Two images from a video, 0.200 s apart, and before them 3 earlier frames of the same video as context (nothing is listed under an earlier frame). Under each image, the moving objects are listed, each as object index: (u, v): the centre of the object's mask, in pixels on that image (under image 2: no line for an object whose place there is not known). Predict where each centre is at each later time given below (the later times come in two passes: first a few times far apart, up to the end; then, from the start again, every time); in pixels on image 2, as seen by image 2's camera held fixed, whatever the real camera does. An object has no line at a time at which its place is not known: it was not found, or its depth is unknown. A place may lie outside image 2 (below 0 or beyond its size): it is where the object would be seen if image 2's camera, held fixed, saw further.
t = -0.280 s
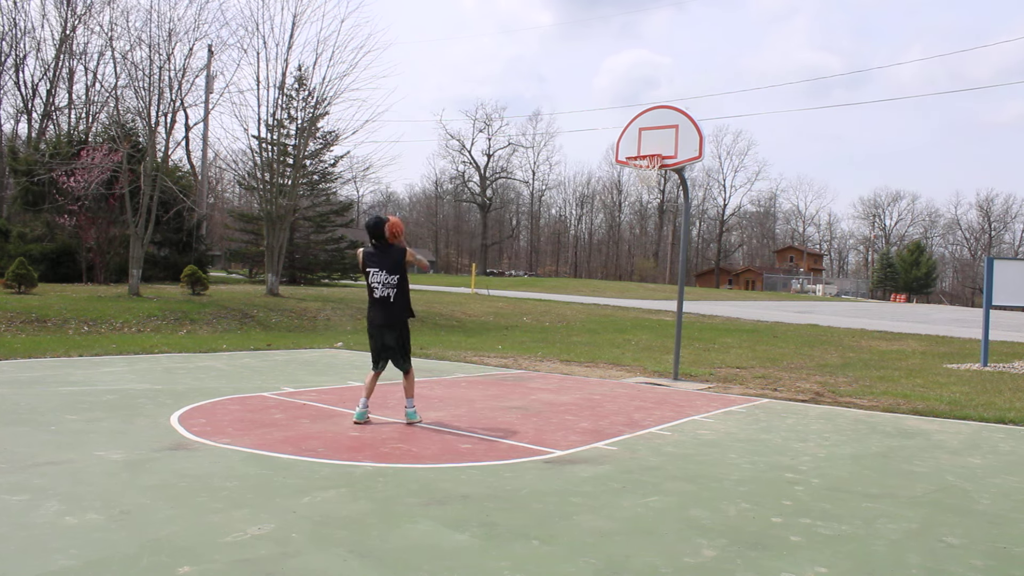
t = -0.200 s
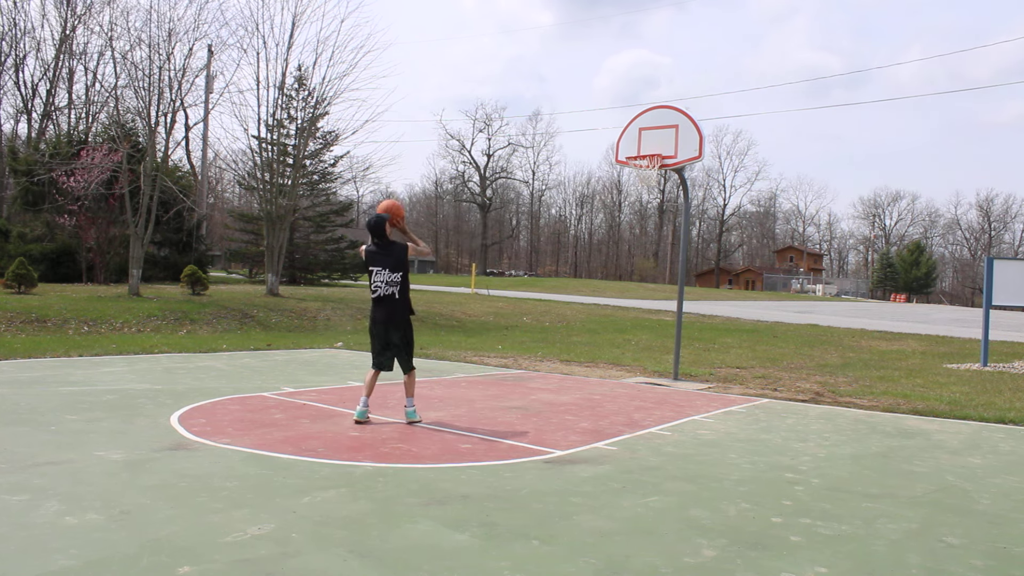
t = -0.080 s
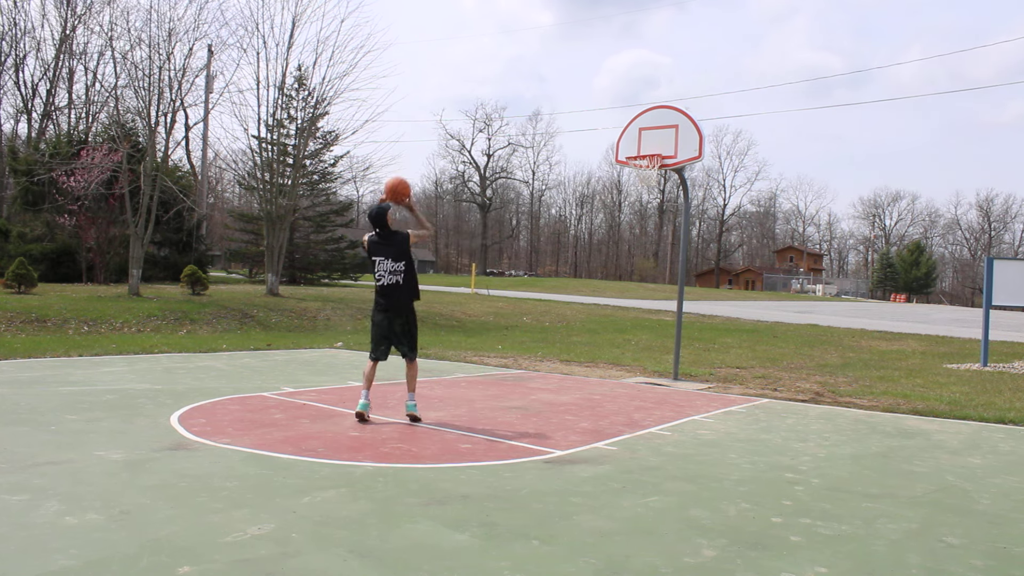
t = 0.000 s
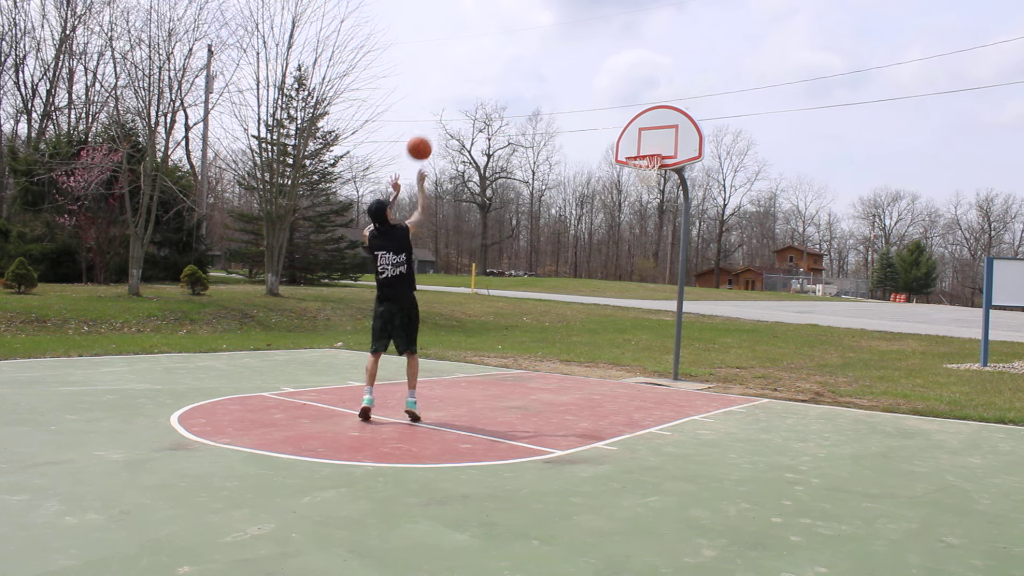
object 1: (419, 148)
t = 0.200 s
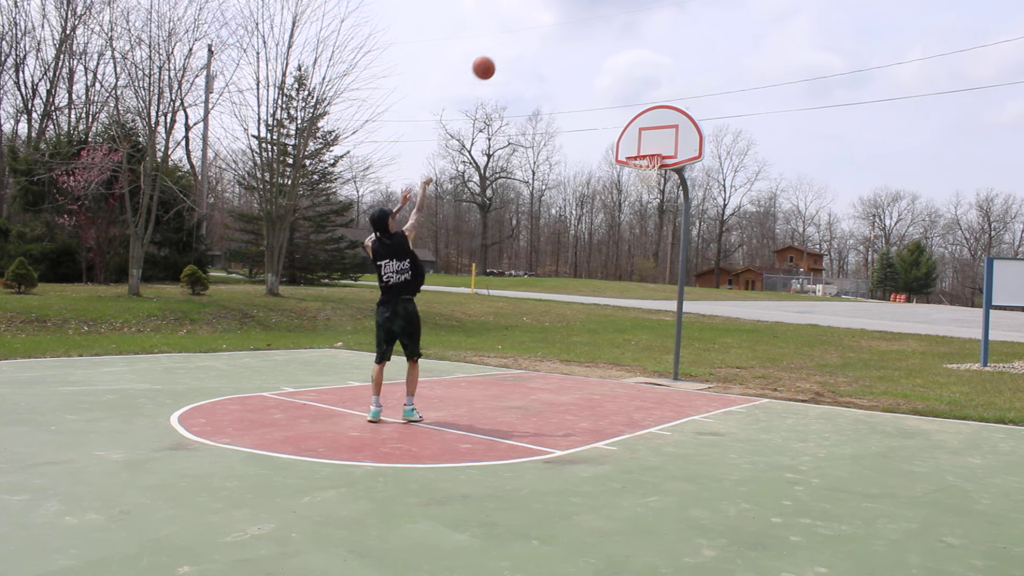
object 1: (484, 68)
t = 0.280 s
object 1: (506, 50)
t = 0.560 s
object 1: (575, 42)
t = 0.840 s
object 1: (632, 96)
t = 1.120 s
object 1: (658, 130)
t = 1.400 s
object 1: (652, 127)
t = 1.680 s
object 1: (636, 167)
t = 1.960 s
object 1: (649, 196)
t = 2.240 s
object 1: (665, 277)
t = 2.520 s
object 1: (685, 352)
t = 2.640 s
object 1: (699, 304)
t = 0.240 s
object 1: (495, 58)
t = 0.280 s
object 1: (506, 50)
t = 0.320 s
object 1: (517, 45)
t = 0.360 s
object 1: (527, 41)
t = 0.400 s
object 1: (537, 38)
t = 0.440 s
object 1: (547, 37)
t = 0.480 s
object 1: (556, 37)
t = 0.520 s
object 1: (566, 39)
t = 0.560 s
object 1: (575, 42)
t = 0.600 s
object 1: (583, 46)
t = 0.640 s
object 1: (592, 52)
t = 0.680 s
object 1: (600, 58)
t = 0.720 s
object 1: (608, 66)
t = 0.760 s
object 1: (616, 75)
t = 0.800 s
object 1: (624, 85)
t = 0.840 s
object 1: (632, 96)
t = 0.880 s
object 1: (639, 108)
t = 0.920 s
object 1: (646, 121)
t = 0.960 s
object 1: (654, 135)
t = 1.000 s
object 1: (658, 144)
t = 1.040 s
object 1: (658, 138)
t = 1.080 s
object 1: (658, 133)
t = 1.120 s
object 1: (658, 130)
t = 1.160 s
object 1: (658, 127)
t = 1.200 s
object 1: (658, 126)
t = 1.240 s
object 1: (659, 126)
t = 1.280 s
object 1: (658, 127)
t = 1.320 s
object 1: (657, 126)
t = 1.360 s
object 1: (654, 126)
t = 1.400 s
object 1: (652, 127)
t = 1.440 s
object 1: (650, 130)
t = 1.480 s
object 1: (648, 133)
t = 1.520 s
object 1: (645, 137)
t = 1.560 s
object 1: (643, 143)
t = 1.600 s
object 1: (641, 148)
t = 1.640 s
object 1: (636, 155)
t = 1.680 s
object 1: (636, 167)
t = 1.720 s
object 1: (635, 170)
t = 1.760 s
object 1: (636, 174)
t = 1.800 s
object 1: (639, 179)
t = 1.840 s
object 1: (642, 180)
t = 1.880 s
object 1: (644, 184)
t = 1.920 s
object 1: (646, 190)
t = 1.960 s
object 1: (649, 196)
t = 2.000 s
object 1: (651, 205)
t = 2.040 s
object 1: (654, 213)
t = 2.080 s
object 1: (656, 223)
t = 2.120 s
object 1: (658, 235)
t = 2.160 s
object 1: (660, 247)
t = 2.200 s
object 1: (663, 261)
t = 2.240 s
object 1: (665, 277)
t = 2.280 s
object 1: (667, 293)
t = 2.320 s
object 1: (670, 312)
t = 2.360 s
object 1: (672, 331)
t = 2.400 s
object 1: (674, 351)
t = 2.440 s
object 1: (676, 372)
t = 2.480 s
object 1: (680, 370)
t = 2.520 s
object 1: (685, 352)
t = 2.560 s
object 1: (690, 335)
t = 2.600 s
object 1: (695, 319)
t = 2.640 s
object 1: (699, 304)
